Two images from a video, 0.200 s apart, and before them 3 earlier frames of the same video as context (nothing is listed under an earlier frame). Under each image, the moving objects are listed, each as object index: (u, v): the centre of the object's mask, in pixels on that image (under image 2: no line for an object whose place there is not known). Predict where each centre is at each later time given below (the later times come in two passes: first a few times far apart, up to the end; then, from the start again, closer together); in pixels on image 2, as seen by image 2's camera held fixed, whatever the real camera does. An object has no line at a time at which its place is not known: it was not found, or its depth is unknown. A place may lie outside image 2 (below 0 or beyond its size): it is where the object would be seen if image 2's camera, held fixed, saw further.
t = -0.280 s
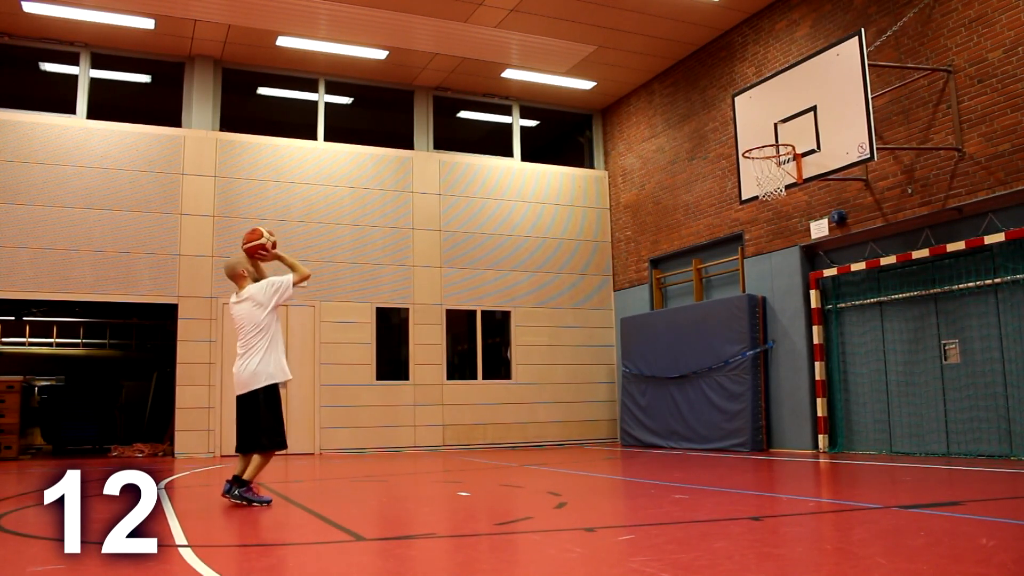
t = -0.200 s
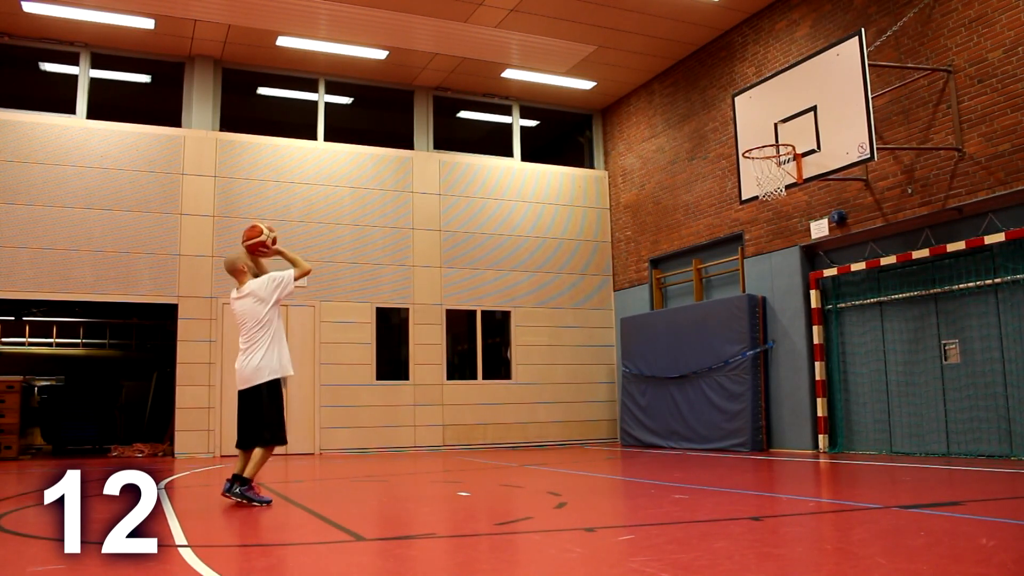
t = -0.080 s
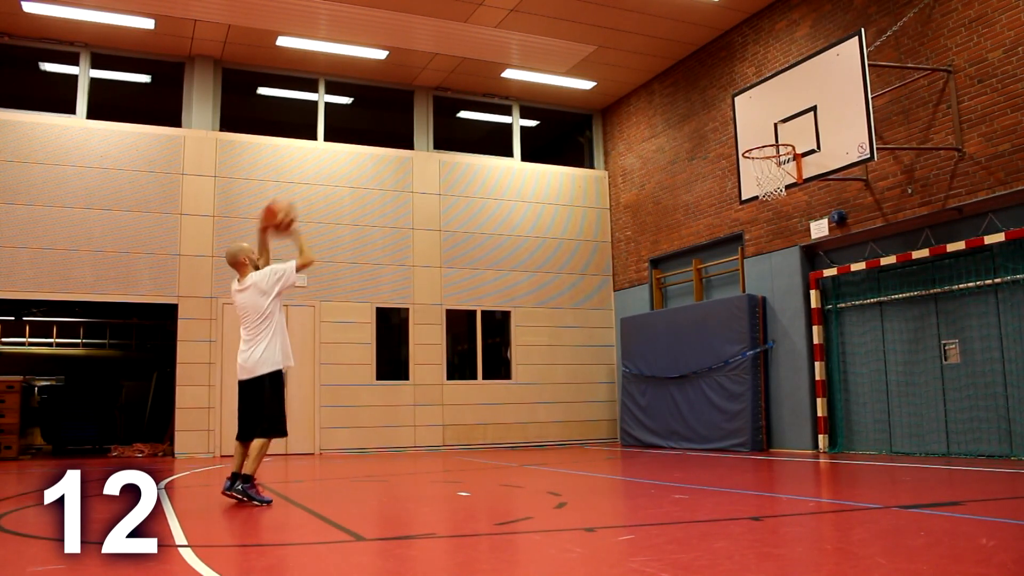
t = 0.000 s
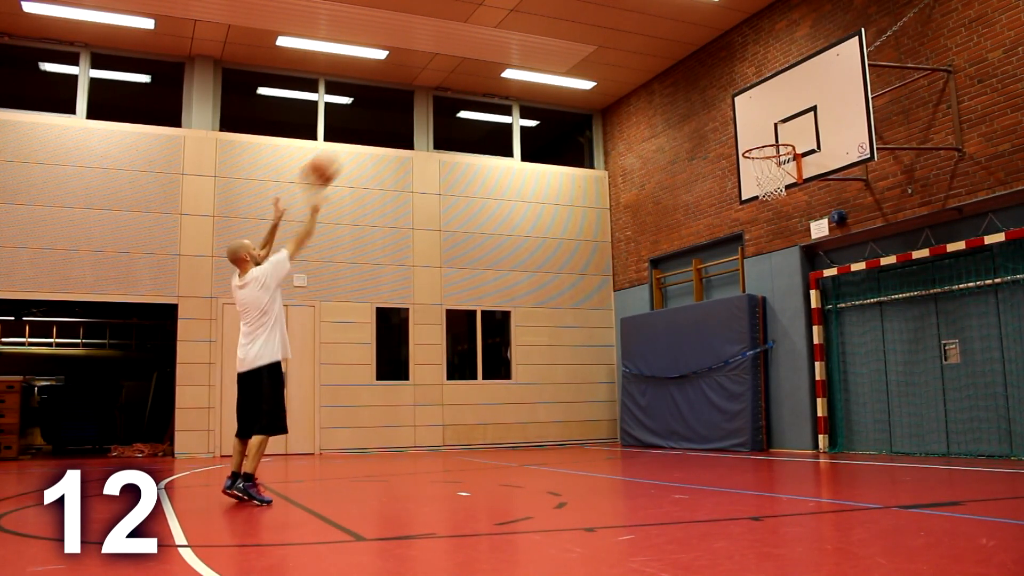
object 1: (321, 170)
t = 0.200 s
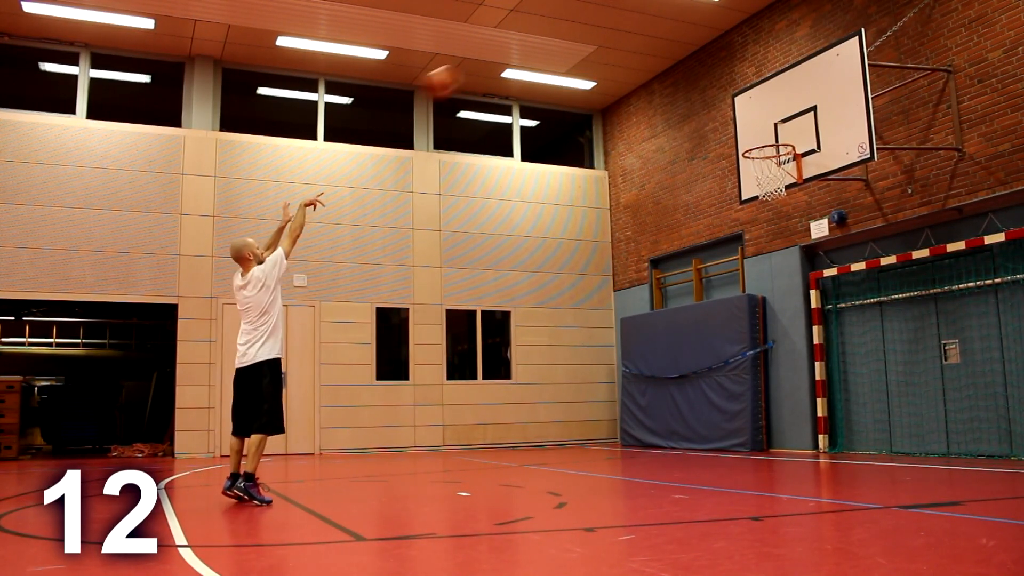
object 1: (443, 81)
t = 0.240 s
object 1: (464, 71)
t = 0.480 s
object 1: (589, 47)
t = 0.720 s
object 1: (699, 84)
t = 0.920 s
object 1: (777, 156)
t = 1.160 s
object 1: (748, 194)
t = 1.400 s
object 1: (738, 258)
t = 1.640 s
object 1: (729, 390)
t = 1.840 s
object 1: (726, 407)
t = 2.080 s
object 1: (729, 330)
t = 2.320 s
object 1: (735, 316)
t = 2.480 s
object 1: (740, 341)
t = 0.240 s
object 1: (464, 71)
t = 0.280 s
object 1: (486, 63)
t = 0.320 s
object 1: (507, 55)
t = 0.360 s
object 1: (528, 52)
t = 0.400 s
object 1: (547, 49)
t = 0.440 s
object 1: (569, 47)
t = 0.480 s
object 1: (589, 47)
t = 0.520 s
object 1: (608, 49)
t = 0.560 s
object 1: (627, 53)
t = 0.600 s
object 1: (646, 59)
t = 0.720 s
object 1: (699, 84)
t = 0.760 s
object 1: (716, 95)
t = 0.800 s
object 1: (732, 108)
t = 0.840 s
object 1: (750, 124)
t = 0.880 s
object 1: (768, 136)
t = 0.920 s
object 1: (777, 156)
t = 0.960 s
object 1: (768, 171)
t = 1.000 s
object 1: (760, 184)
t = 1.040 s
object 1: (755, 186)
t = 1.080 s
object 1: (753, 187)
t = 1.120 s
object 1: (751, 190)
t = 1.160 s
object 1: (748, 194)
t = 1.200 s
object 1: (747, 201)
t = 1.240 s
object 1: (745, 210)
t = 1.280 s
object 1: (744, 217)
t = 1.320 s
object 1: (741, 230)
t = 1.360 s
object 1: (739, 243)
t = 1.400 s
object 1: (738, 258)
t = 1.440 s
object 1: (737, 275)
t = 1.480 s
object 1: (735, 295)
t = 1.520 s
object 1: (733, 315)
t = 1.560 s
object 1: (732, 338)
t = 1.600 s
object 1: (730, 362)
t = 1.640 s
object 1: (729, 390)
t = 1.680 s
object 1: (728, 419)
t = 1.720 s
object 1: (726, 449)
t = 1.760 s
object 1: (726, 445)
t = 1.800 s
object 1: (726, 425)
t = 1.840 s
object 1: (726, 407)
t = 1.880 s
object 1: (727, 389)
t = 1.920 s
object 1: (727, 374)
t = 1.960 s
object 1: (727, 360)
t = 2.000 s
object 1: (728, 348)
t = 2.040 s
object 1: (728, 338)
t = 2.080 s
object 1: (729, 330)
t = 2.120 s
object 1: (730, 323)
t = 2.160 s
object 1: (731, 318)
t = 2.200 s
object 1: (732, 315)
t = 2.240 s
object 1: (732, 314)
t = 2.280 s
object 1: (734, 314)
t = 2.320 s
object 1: (735, 316)
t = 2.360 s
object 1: (736, 319)
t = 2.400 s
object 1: (737, 325)
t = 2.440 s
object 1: (739, 332)
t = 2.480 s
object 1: (740, 341)
